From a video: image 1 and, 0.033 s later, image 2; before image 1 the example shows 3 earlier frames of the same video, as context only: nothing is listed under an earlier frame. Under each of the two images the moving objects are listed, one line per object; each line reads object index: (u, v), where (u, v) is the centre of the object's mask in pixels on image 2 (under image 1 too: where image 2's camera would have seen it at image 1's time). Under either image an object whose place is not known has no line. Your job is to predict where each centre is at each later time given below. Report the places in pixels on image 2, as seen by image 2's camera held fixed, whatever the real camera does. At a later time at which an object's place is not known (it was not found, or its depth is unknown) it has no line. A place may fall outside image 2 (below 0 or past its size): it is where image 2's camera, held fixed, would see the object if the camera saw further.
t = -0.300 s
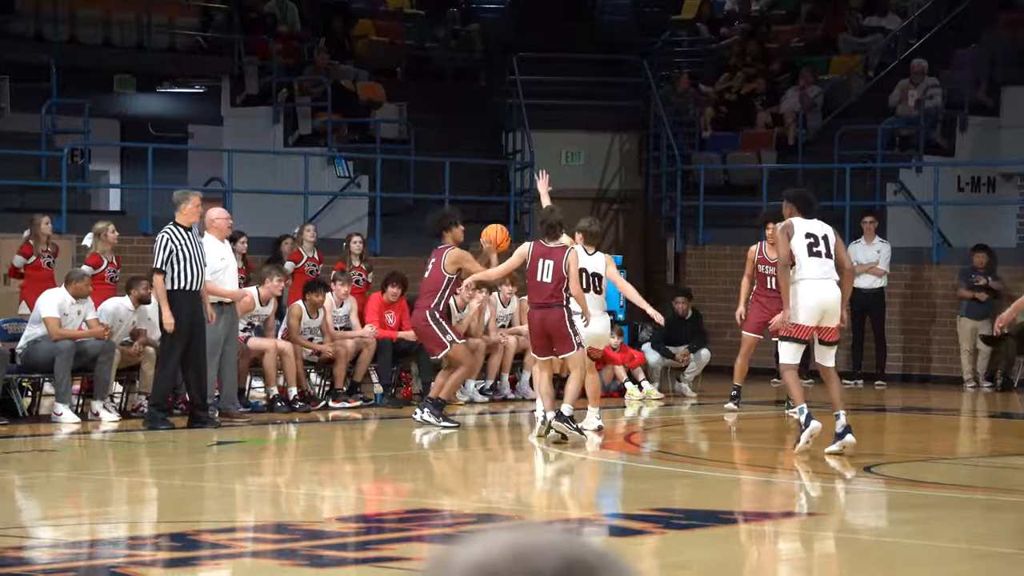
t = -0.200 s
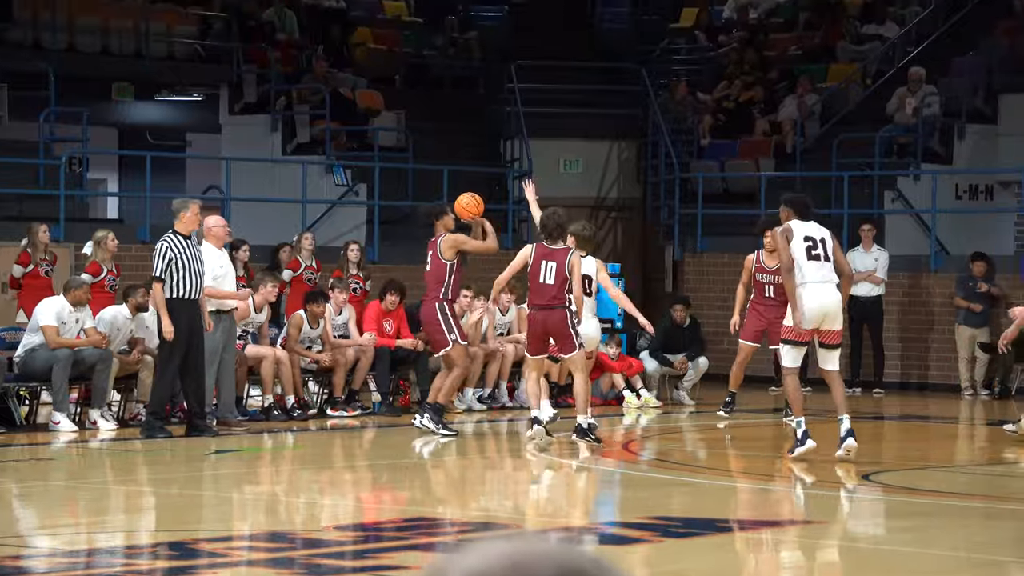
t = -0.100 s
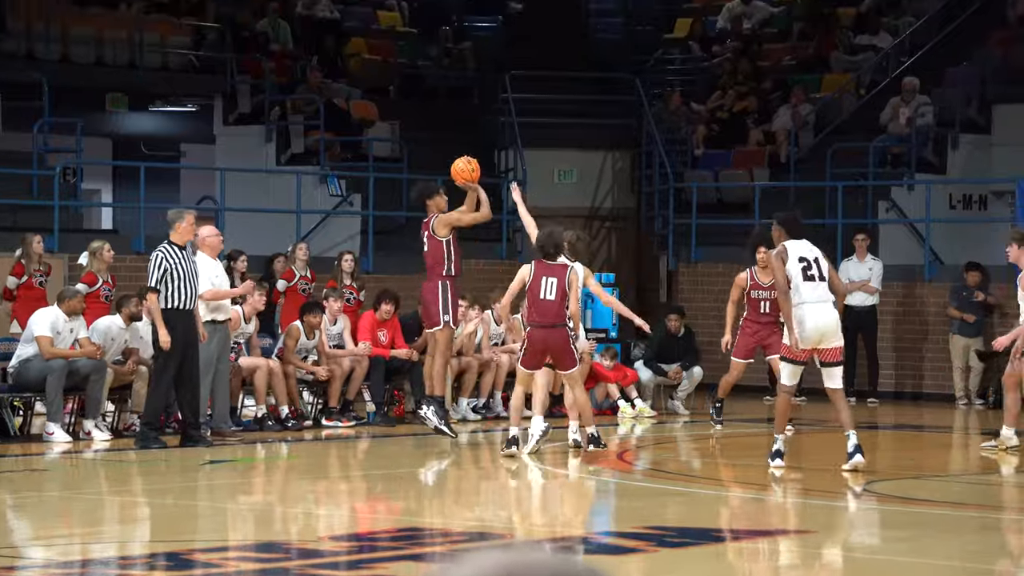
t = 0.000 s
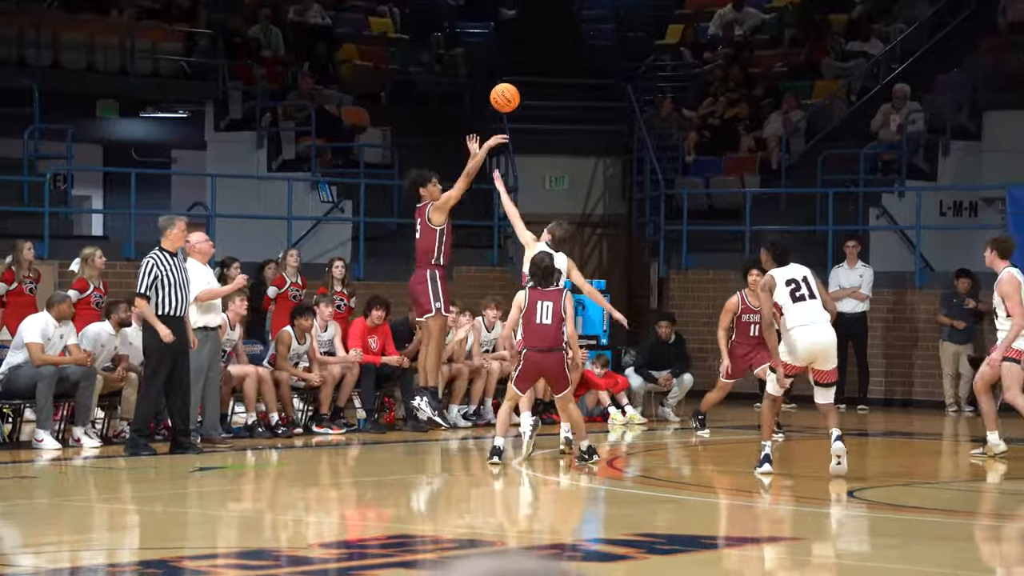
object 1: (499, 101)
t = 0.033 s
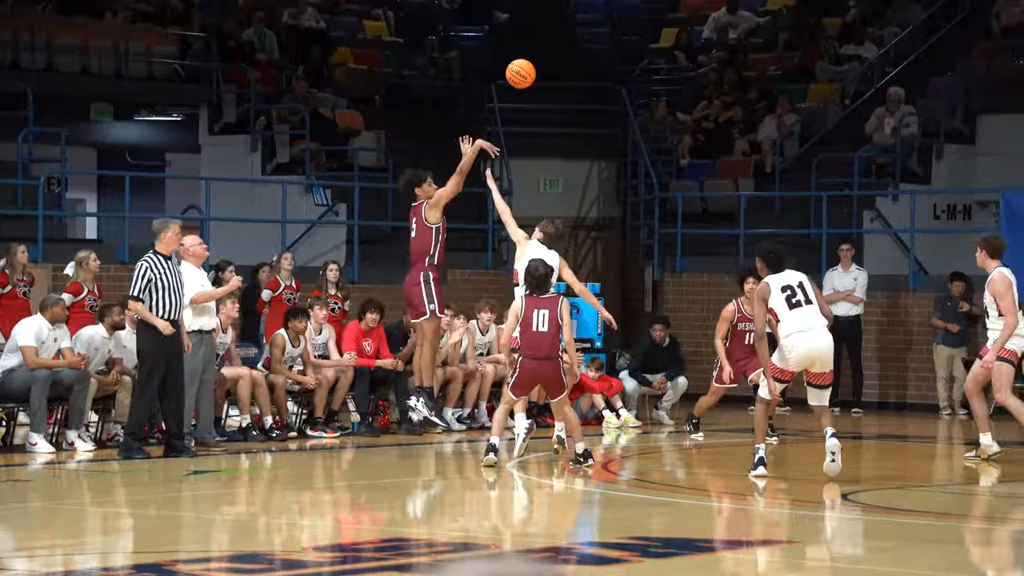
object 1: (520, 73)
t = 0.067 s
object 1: (542, 47)
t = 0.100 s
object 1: (563, 21)
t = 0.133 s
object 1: (585, -2)
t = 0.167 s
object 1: (607, -26)
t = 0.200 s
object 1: (628, -47)
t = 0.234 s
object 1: (649, -66)
